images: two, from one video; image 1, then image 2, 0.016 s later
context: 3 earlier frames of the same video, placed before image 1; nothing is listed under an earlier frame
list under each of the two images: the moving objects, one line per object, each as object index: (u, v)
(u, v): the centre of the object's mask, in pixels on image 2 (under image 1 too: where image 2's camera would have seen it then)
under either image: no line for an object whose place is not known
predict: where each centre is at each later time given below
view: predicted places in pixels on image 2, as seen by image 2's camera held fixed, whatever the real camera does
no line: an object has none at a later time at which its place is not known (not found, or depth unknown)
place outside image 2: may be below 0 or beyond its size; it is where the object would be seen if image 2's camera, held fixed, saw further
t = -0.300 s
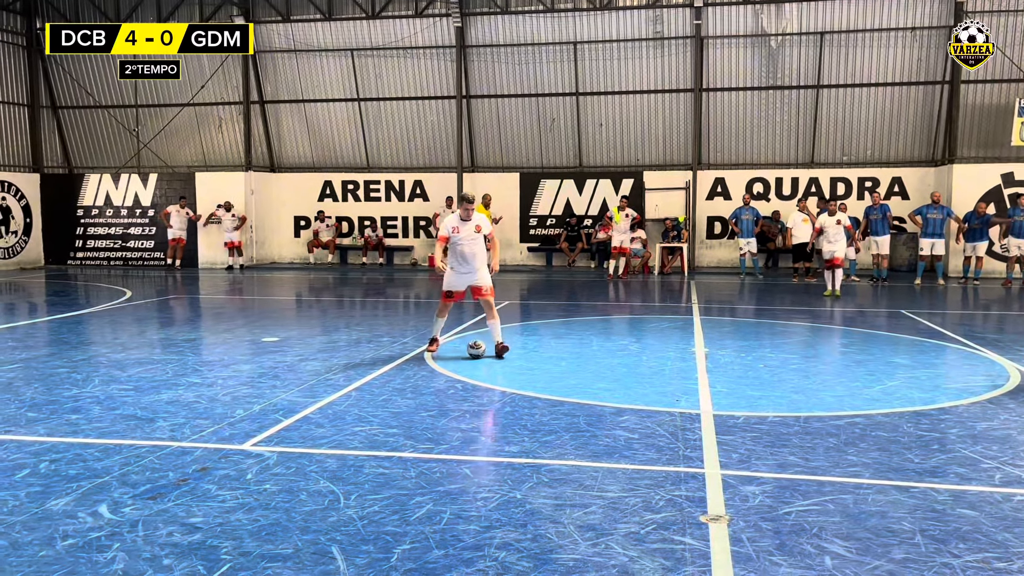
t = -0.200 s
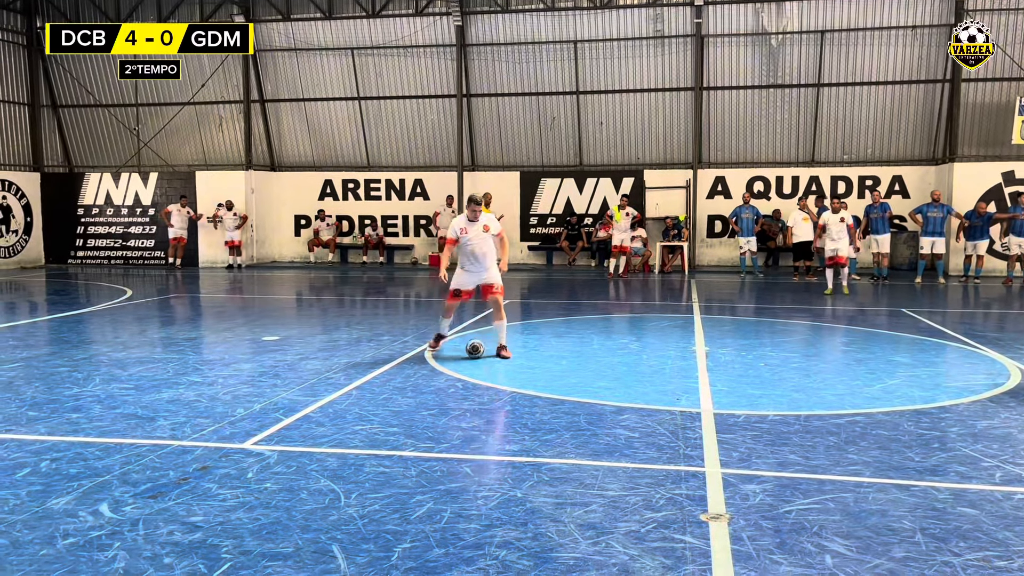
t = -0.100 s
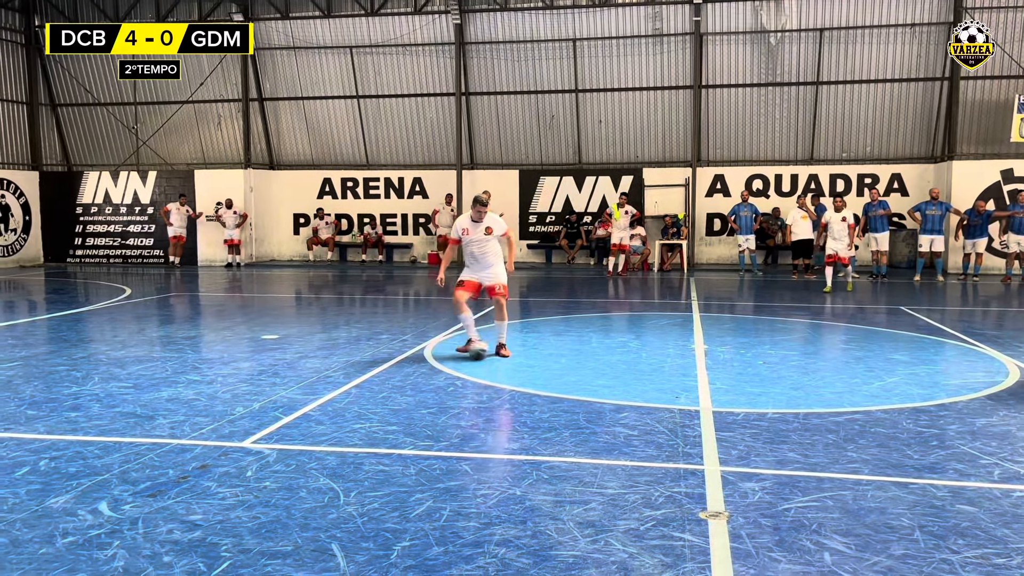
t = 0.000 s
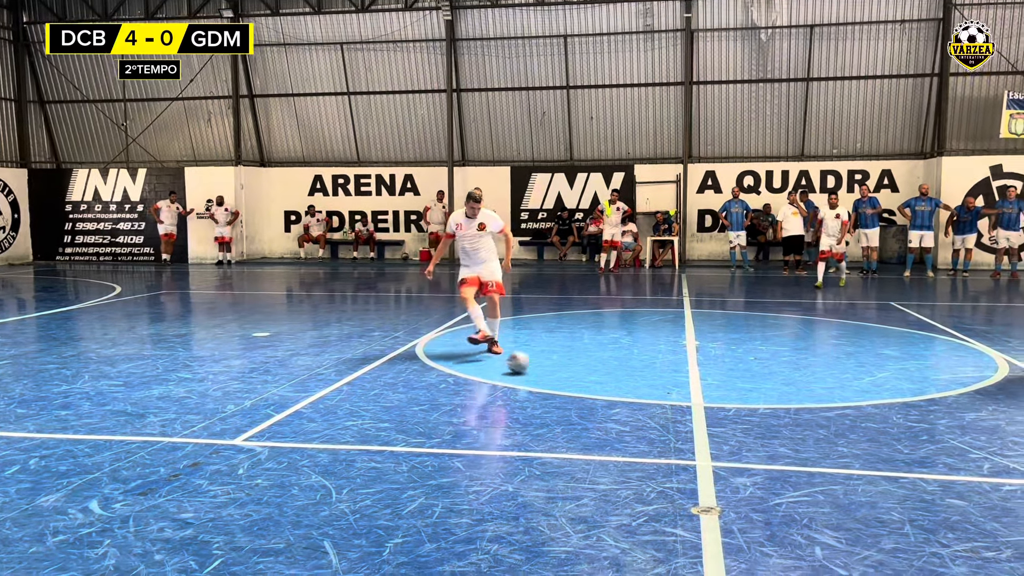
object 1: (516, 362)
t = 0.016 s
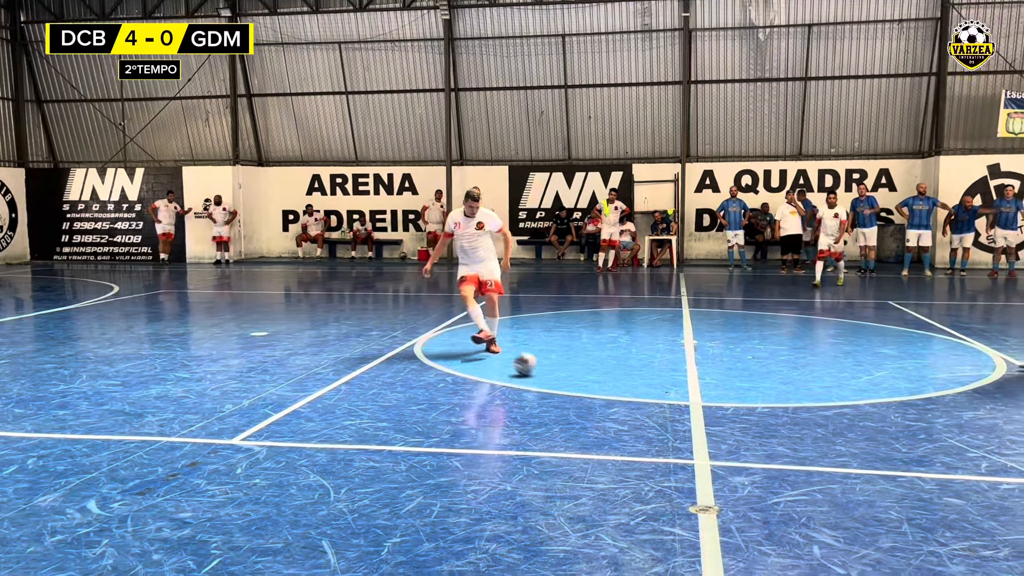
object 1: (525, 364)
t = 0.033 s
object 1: (535, 367)
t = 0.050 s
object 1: (544, 370)
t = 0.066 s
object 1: (554, 374)
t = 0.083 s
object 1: (563, 378)
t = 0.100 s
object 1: (573, 380)
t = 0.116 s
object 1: (583, 382)
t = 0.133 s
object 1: (594, 386)
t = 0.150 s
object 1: (605, 391)
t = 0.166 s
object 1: (617, 395)
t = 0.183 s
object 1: (628, 399)
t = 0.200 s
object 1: (641, 404)
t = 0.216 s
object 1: (653, 408)
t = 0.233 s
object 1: (665, 412)
